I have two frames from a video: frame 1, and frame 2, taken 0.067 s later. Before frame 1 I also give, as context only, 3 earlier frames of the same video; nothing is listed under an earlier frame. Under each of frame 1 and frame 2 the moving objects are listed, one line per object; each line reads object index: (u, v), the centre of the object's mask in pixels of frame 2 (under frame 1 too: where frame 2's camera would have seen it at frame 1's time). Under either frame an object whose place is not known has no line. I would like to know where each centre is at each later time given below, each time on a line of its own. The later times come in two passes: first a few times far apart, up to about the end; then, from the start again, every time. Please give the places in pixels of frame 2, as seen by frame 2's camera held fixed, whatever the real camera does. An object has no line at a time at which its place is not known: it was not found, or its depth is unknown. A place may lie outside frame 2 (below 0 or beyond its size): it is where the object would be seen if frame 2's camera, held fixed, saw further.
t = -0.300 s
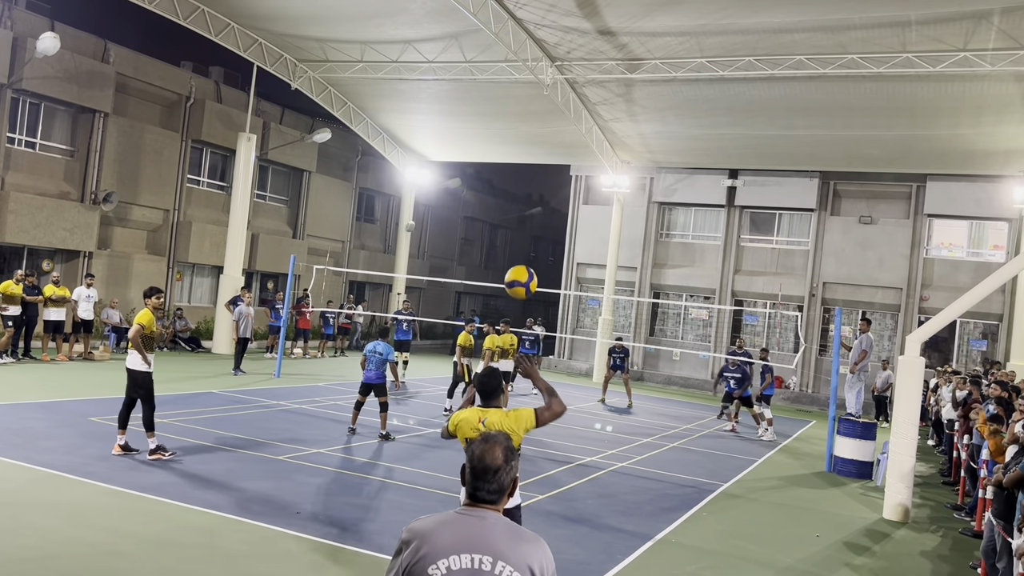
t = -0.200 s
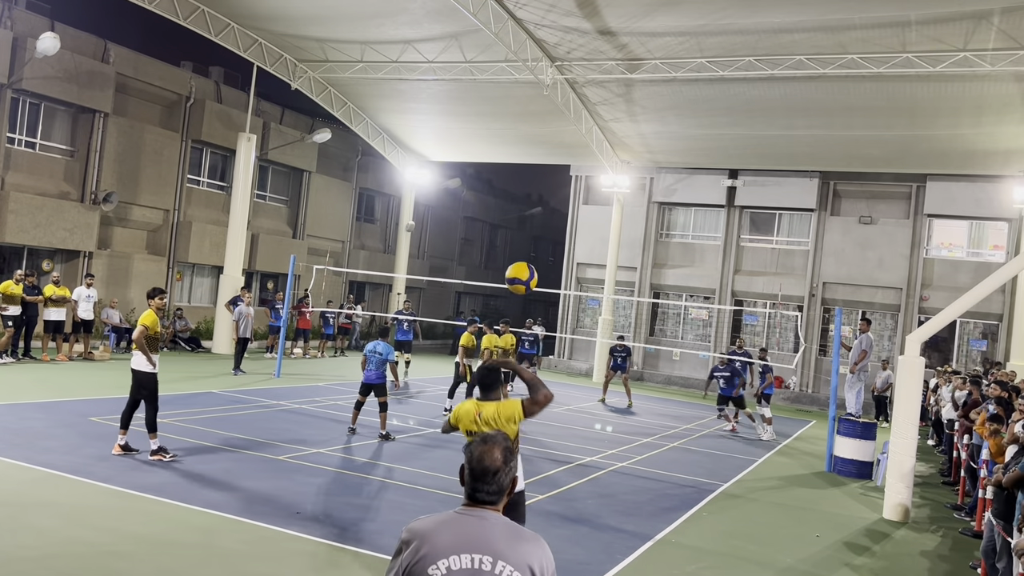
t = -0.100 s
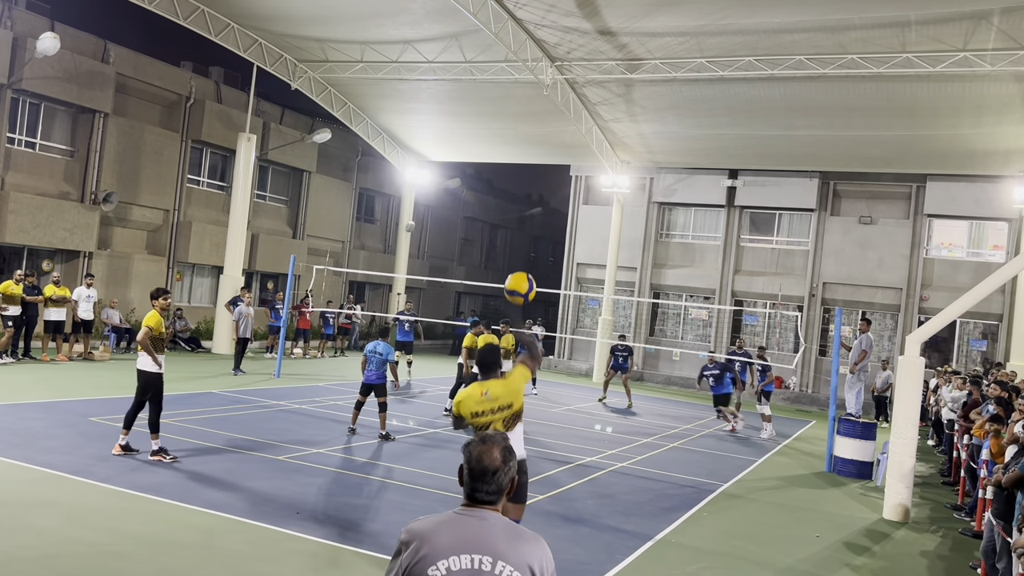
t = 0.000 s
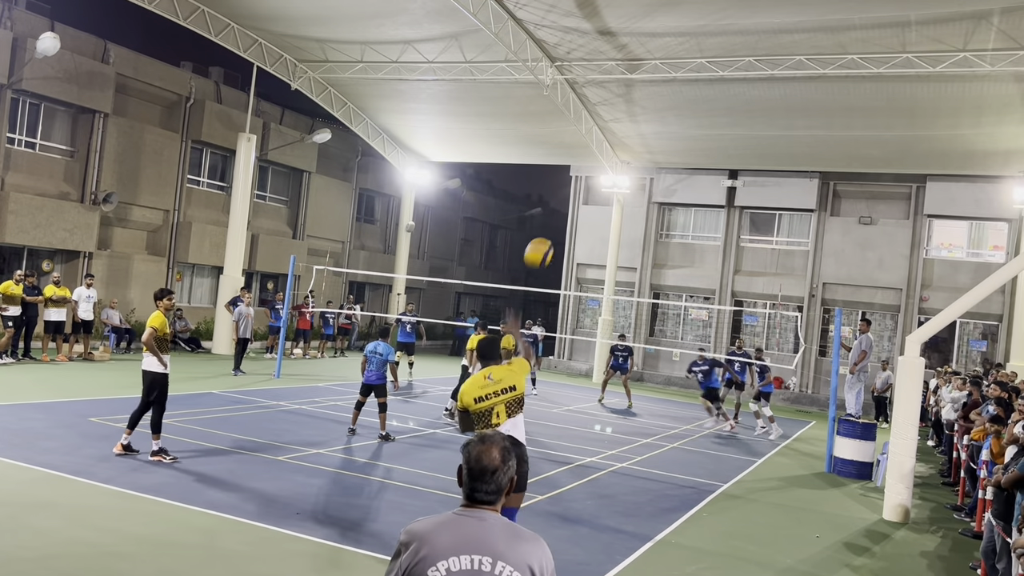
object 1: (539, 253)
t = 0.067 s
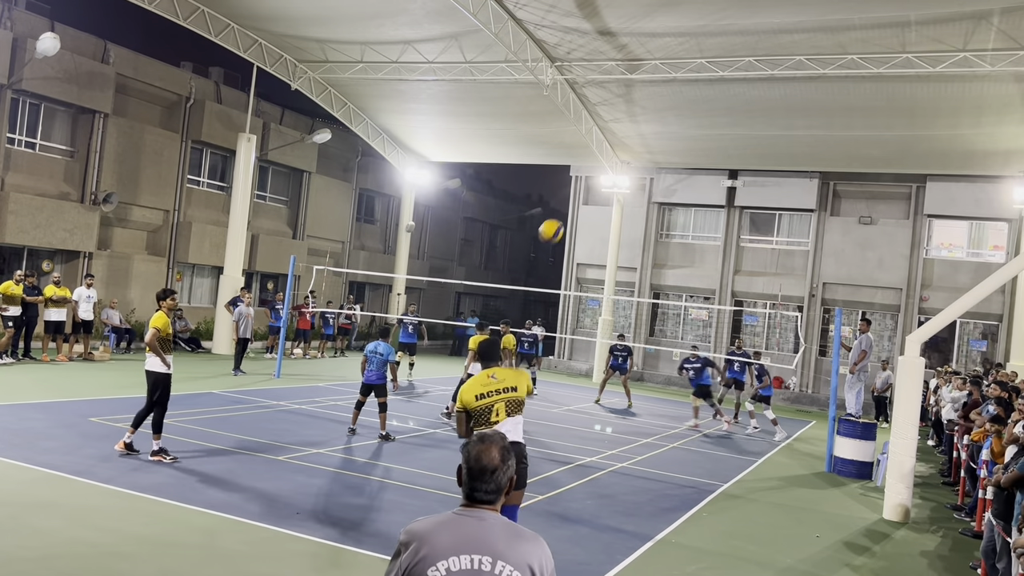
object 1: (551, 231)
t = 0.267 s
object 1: (575, 206)
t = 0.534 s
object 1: (589, 219)
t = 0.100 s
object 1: (556, 224)
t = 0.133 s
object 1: (560, 217)
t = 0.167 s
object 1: (564, 213)
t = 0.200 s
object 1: (568, 210)
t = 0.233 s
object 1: (571, 207)
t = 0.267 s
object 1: (575, 206)
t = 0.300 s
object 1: (578, 205)
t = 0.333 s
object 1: (581, 205)
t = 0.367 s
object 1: (583, 206)
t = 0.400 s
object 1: (585, 207)
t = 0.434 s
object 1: (587, 209)
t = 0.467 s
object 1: (588, 212)
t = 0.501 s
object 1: (588, 215)
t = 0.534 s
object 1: (589, 219)
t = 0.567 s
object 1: (589, 222)
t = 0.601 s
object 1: (590, 226)
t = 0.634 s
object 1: (591, 230)
